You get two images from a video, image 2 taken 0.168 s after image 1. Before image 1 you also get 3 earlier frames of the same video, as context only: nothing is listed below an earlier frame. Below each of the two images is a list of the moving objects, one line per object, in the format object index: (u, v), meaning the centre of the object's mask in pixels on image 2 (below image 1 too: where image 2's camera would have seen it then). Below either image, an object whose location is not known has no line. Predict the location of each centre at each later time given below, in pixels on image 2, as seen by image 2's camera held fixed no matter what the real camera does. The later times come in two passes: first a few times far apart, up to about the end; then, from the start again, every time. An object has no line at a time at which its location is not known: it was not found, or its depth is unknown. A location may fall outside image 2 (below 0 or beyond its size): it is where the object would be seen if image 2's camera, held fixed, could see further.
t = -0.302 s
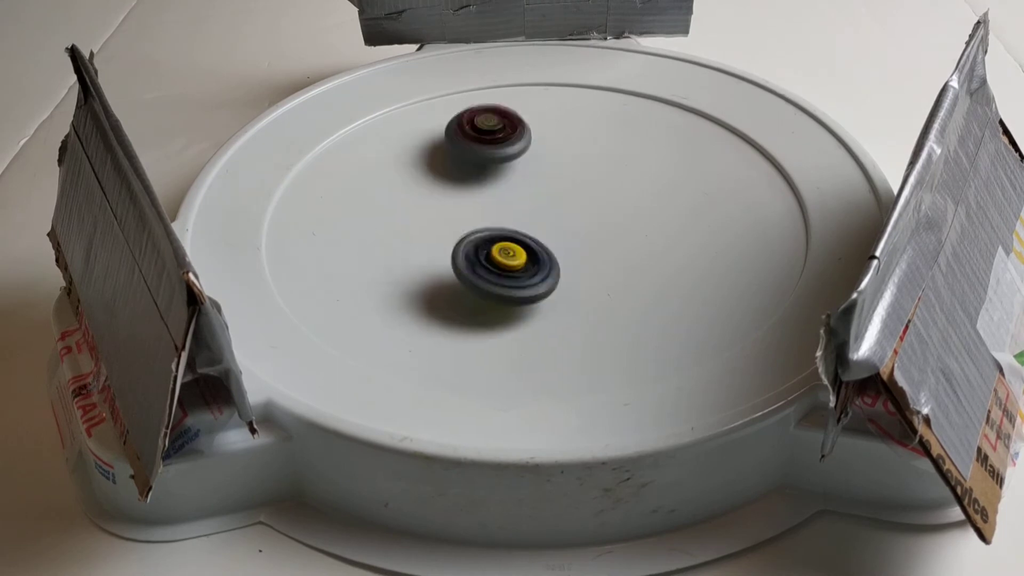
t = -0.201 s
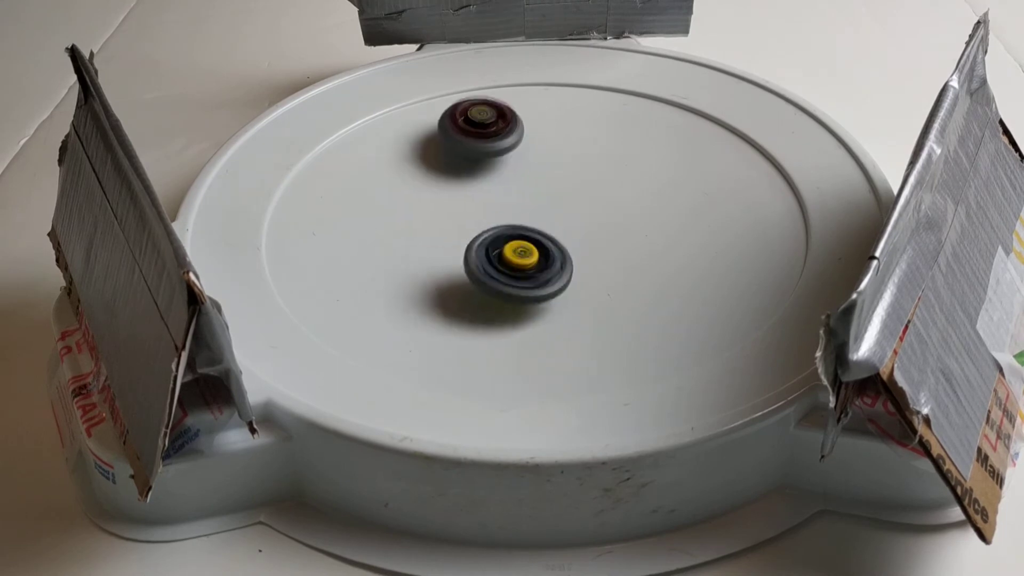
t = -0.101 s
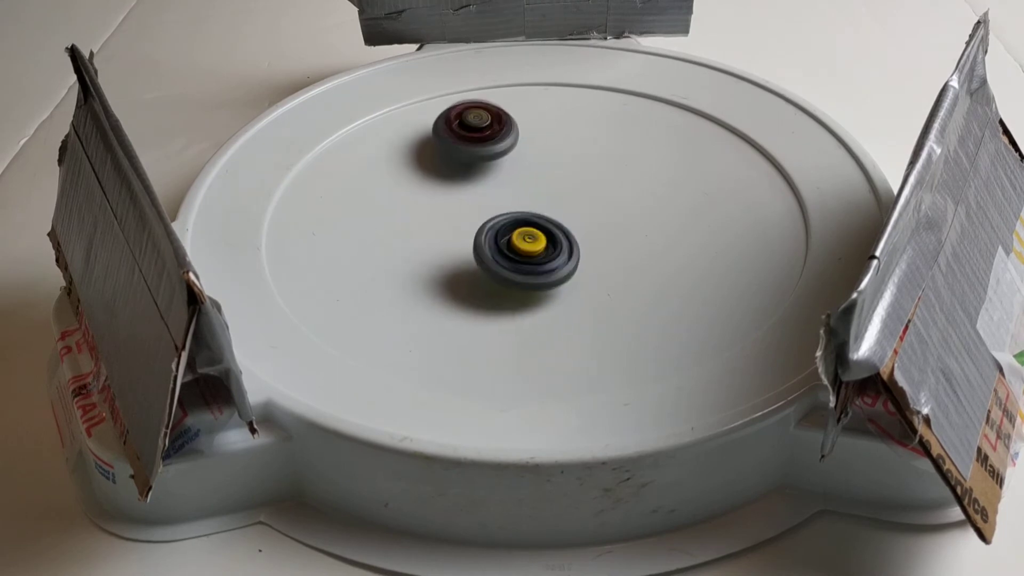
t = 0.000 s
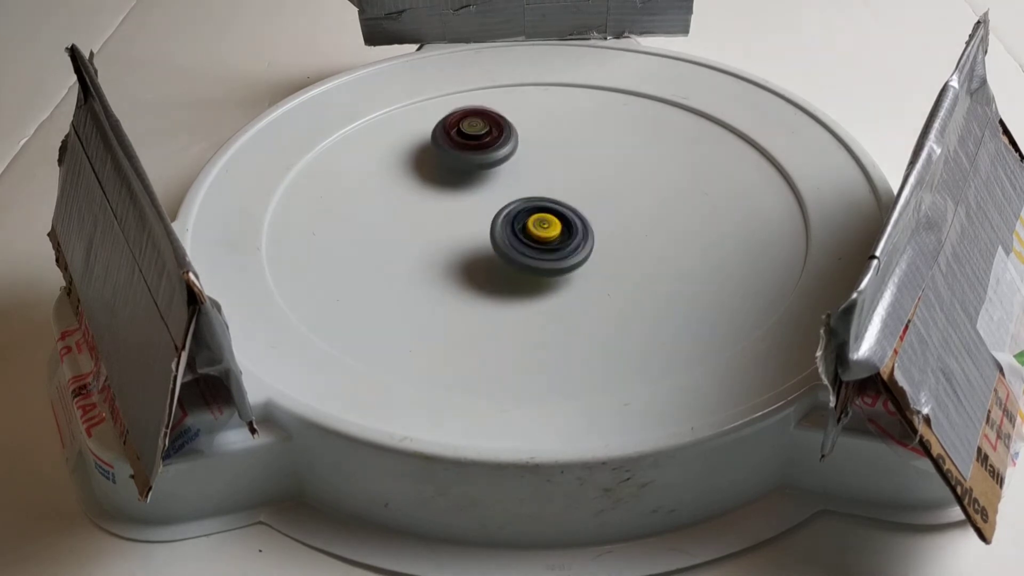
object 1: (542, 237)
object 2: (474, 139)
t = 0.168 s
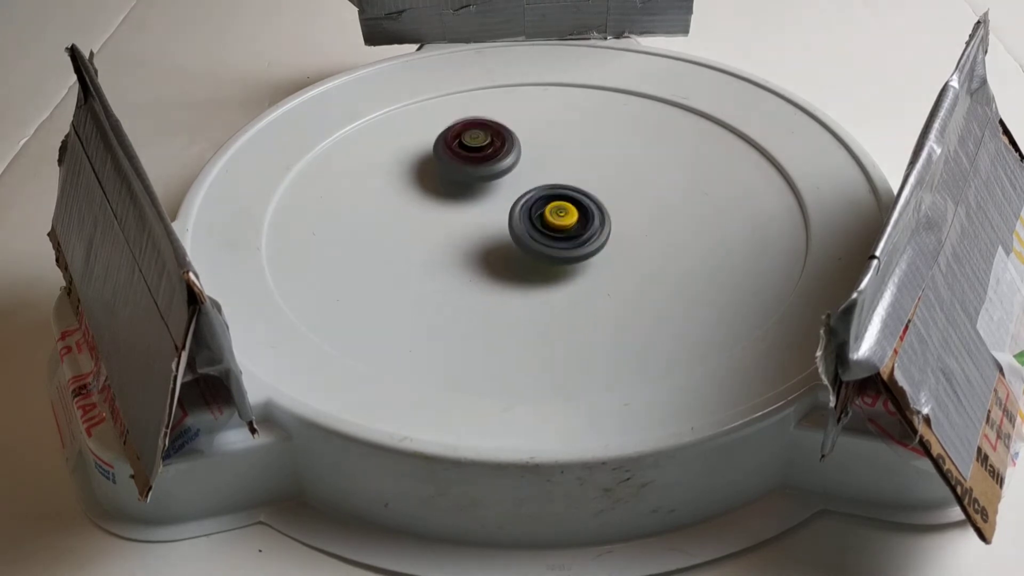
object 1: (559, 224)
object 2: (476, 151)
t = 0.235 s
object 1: (566, 221)
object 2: (481, 160)
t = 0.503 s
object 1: (603, 222)
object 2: (514, 193)
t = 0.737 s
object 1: (707, 263)
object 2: (499, 170)
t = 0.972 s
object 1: (692, 261)
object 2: (501, 193)
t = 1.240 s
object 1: (598, 241)
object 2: (513, 216)
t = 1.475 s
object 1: (556, 265)
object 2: (466, 161)
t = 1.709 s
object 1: (480, 244)
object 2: (416, 172)
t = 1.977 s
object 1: (487, 224)
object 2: (403, 177)
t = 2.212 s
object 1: (512, 183)
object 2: (417, 188)
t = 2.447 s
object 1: (555, 155)
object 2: (483, 203)
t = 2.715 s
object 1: (611, 140)
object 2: (562, 202)
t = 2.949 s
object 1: (605, 158)
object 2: (564, 241)
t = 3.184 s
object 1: (586, 192)
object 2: (624, 251)
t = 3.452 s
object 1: (532, 226)
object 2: (636, 243)
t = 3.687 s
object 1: (480, 229)
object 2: (623, 235)
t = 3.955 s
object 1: (460, 200)
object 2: (564, 214)
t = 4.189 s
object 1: (382, 150)
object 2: (627, 205)
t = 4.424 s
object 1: (446, 157)
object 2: (582, 173)
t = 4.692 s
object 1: (449, 173)
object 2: (591, 168)
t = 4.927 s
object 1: (502, 200)
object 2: (578, 164)
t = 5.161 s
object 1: (528, 231)
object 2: (561, 167)
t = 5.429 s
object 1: (513, 246)
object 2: (533, 178)
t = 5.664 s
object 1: (493, 243)
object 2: (512, 188)
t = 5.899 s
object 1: (491, 236)
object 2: (533, 169)
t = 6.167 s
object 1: (497, 239)
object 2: (541, 130)
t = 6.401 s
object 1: (530, 233)
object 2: (529, 130)
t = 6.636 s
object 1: (559, 234)
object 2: (525, 143)
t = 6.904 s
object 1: (567, 240)
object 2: (535, 186)
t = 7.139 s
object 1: (574, 331)
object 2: (519, 111)
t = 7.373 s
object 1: (541, 276)
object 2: (479, 145)
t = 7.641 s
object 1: (468, 234)
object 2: (470, 167)
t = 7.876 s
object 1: (399, 225)
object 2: (483, 177)
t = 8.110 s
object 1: (408, 209)
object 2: (513, 176)
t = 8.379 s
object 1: (449, 198)
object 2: (557, 182)
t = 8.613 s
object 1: (497, 211)
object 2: (591, 193)
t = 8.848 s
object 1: (519, 233)
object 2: (601, 202)
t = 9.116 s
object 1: (486, 240)
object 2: (585, 217)
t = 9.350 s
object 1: (465, 223)
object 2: (578, 223)
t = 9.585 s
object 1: (493, 200)
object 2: (578, 223)
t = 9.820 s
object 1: (525, 111)
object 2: (600, 231)
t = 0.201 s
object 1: (563, 222)
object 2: (478, 155)
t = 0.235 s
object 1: (566, 221)
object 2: (481, 160)
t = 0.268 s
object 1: (568, 219)
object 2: (485, 164)
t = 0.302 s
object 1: (571, 217)
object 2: (487, 169)
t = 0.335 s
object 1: (573, 216)
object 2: (491, 174)
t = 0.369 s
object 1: (576, 215)
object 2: (496, 179)
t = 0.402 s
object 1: (577, 214)
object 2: (501, 184)
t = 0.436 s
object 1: (584, 216)
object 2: (505, 187)
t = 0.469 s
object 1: (595, 220)
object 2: (509, 189)
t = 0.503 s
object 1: (603, 222)
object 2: (514, 193)
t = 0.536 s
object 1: (608, 223)
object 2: (520, 196)
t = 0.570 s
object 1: (610, 223)
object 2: (526, 200)
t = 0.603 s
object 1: (617, 222)
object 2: (531, 202)
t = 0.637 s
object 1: (634, 225)
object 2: (529, 196)
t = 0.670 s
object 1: (664, 238)
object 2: (517, 186)
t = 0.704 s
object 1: (691, 253)
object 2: (506, 178)
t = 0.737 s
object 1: (707, 263)
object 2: (499, 170)
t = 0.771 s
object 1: (717, 267)
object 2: (495, 165)
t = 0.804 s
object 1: (722, 268)
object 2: (492, 164)
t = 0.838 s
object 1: (722, 267)
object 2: (491, 165)
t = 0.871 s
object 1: (720, 266)
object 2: (493, 170)
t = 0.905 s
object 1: (714, 265)
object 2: (495, 178)
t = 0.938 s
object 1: (705, 264)
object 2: (498, 185)
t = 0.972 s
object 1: (692, 261)
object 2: (501, 193)
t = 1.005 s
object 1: (677, 258)
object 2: (504, 201)
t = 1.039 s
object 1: (661, 254)
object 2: (510, 208)
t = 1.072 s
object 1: (644, 249)
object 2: (516, 213)
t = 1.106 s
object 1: (625, 245)
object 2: (522, 220)
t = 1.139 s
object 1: (610, 240)
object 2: (528, 225)
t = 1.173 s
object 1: (607, 242)
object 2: (522, 222)
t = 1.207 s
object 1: (603, 242)
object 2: (516, 219)
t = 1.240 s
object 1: (598, 241)
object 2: (513, 216)
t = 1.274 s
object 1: (592, 241)
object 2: (514, 212)
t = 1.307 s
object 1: (590, 243)
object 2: (504, 198)
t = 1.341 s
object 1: (587, 257)
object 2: (493, 188)
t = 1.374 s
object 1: (582, 264)
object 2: (486, 178)
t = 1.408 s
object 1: (574, 265)
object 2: (478, 171)
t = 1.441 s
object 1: (566, 266)
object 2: (472, 165)
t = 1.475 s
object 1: (556, 265)
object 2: (466, 161)
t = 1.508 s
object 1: (545, 264)
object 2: (461, 160)
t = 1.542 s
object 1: (533, 262)
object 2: (454, 160)
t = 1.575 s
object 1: (521, 259)
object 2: (447, 162)
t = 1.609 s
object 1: (510, 256)
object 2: (438, 164)
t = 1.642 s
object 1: (499, 253)
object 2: (431, 166)
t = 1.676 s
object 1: (490, 248)
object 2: (423, 168)
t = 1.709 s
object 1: (480, 244)
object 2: (416, 172)
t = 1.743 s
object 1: (471, 238)
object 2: (412, 175)
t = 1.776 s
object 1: (464, 233)
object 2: (409, 178)
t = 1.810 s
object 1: (462, 231)
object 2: (406, 176)
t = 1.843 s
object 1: (464, 230)
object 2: (403, 176)
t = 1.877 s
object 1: (471, 231)
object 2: (401, 174)
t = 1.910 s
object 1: (477, 231)
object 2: (402, 175)
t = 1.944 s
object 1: (483, 229)
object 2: (402, 176)
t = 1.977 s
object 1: (487, 224)
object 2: (403, 177)
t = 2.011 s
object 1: (491, 219)
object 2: (404, 179)
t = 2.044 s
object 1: (494, 213)
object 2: (405, 180)
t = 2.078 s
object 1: (497, 207)
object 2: (407, 182)
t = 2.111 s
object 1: (500, 202)
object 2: (409, 183)
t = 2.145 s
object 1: (504, 195)
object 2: (412, 185)
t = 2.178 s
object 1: (508, 190)
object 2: (415, 187)
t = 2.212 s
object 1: (512, 183)
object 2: (417, 188)
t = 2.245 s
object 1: (517, 178)
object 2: (422, 189)
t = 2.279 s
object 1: (522, 172)
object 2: (428, 192)
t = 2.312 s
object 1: (529, 168)
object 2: (437, 195)
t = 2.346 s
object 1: (535, 164)
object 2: (447, 198)
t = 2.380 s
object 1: (541, 161)
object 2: (458, 200)
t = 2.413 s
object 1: (548, 158)
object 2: (470, 202)
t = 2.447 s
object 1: (555, 155)
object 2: (483, 203)
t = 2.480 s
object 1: (561, 153)
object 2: (495, 204)
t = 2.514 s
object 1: (570, 151)
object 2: (504, 205)
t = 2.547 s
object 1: (581, 148)
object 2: (513, 206)
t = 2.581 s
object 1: (590, 146)
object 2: (525, 206)
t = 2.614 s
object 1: (596, 146)
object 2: (536, 205)
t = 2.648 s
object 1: (601, 144)
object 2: (547, 205)
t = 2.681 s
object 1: (606, 145)
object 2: (558, 203)
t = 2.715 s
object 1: (611, 140)
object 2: (562, 202)
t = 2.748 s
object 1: (613, 138)
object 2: (561, 215)
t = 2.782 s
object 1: (613, 137)
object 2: (558, 223)
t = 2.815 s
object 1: (611, 138)
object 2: (556, 228)
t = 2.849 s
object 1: (609, 141)
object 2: (555, 233)
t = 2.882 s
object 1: (608, 146)
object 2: (556, 237)
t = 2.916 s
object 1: (606, 152)
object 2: (559, 240)
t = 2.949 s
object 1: (605, 158)
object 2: (564, 241)
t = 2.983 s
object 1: (604, 164)
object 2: (570, 243)
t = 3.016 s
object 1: (602, 169)
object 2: (579, 245)
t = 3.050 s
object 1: (600, 174)
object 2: (588, 246)
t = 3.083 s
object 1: (597, 180)
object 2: (598, 248)
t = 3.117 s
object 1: (594, 186)
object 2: (608, 249)
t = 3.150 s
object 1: (590, 188)
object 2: (616, 250)
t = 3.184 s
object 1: (586, 192)
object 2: (624, 251)
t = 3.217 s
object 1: (581, 196)
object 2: (631, 250)
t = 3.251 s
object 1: (576, 199)
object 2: (634, 251)
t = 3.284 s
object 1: (569, 206)
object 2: (637, 248)
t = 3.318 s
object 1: (563, 210)
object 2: (637, 248)
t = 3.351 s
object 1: (558, 212)
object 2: (637, 247)
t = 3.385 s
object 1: (549, 219)
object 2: (636, 247)
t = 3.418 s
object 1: (542, 221)
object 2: (635, 246)
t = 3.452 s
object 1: (532, 226)
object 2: (636, 243)
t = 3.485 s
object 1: (525, 227)
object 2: (634, 242)
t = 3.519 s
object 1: (515, 230)
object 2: (632, 242)
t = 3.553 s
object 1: (508, 230)
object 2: (631, 240)
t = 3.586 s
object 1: (500, 231)
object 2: (629, 239)
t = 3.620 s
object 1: (493, 231)
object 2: (627, 238)
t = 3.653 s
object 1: (486, 230)
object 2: (625, 236)
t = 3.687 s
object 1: (480, 229)
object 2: (623, 235)
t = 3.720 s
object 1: (475, 227)
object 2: (619, 234)
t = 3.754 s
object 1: (471, 224)
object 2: (615, 232)
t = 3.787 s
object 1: (467, 221)
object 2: (609, 229)
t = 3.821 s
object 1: (464, 217)
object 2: (602, 226)
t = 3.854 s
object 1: (462, 213)
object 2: (594, 222)
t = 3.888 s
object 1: (461, 209)
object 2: (584, 219)
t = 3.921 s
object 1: (460, 205)
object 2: (574, 216)
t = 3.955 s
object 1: (460, 200)
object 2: (564, 214)
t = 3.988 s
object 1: (460, 195)
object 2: (555, 211)
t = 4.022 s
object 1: (432, 179)
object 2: (578, 213)
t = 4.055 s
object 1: (409, 171)
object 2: (600, 214)
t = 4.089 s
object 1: (392, 161)
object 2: (616, 213)
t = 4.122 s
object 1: (382, 155)
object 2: (624, 212)
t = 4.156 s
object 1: (380, 151)
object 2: (627, 209)
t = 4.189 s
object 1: (382, 150)
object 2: (627, 205)
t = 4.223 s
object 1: (387, 149)
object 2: (623, 200)
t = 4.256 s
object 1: (394, 150)
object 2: (618, 194)
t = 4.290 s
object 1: (403, 151)
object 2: (612, 189)
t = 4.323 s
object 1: (413, 152)
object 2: (605, 184)
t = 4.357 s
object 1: (423, 153)
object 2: (598, 180)
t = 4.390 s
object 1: (434, 155)
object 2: (590, 177)
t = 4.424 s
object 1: (446, 157)
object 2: (582, 173)
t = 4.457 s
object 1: (456, 161)
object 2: (573, 170)
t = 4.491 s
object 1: (467, 164)
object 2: (564, 168)
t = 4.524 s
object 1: (458, 161)
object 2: (574, 168)
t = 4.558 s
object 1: (446, 164)
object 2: (586, 168)
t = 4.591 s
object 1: (439, 165)
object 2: (594, 168)
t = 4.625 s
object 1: (440, 167)
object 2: (596, 169)
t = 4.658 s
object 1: (443, 170)
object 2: (595, 169)
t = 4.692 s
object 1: (449, 173)
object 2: (591, 168)
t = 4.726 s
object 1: (456, 177)
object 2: (588, 167)
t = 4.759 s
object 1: (464, 180)
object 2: (586, 166)
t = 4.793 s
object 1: (471, 185)
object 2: (584, 166)
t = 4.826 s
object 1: (479, 189)
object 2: (581, 166)
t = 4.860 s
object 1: (486, 193)
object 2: (579, 166)
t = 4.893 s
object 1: (494, 198)
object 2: (578, 165)
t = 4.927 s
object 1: (502, 200)
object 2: (578, 164)
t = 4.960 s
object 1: (508, 204)
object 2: (578, 164)
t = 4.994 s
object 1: (513, 209)
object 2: (577, 163)
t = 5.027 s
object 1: (517, 214)
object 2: (574, 163)
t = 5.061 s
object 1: (520, 219)
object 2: (571, 163)
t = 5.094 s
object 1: (524, 222)
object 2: (568, 164)
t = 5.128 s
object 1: (526, 226)
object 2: (565, 165)
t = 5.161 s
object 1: (528, 231)
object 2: (561, 167)
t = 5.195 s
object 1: (529, 234)
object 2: (559, 167)
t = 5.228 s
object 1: (529, 235)
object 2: (556, 168)
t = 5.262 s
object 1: (527, 239)
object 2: (553, 169)
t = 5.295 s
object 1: (525, 242)
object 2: (549, 171)
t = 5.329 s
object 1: (525, 241)
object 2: (546, 172)
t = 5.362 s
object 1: (523, 241)
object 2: (541, 174)
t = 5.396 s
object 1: (518, 245)
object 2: (537, 176)
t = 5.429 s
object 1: (513, 246)
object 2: (533, 178)
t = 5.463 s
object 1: (510, 247)
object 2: (529, 180)
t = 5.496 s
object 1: (507, 246)
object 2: (525, 182)
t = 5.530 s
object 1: (505, 244)
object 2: (521, 184)
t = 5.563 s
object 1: (501, 243)
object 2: (518, 186)
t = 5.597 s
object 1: (499, 242)
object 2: (515, 188)
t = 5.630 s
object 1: (497, 243)
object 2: (513, 187)
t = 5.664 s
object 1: (493, 243)
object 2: (512, 188)
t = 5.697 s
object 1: (490, 243)
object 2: (513, 189)
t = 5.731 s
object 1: (488, 244)
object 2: (519, 184)
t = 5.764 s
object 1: (488, 246)
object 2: (526, 180)
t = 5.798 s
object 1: (489, 246)
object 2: (531, 177)
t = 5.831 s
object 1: (490, 244)
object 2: (533, 173)
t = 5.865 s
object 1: (491, 241)
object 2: (533, 171)
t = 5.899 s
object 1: (491, 236)
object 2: (533, 169)
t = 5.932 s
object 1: (493, 232)
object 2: (531, 167)
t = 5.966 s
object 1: (498, 224)
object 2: (530, 165)
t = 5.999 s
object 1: (501, 221)
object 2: (530, 164)
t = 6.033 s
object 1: (502, 221)
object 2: (531, 160)
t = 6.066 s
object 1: (495, 231)
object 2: (538, 149)
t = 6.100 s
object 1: (494, 235)
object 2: (542, 140)
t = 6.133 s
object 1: (495, 239)
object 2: (543, 135)
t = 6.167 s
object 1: (497, 239)
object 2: (541, 130)
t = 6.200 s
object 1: (500, 239)
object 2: (538, 127)
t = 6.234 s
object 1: (504, 237)
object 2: (536, 126)
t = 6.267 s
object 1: (509, 236)
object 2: (534, 125)
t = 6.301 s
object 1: (515, 235)
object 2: (533, 126)
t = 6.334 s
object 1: (521, 235)
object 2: (532, 127)
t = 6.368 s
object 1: (525, 234)
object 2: (530, 128)
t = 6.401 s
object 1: (530, 233)
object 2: (529, 130)
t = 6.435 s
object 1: (535, 233)
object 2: (529, 131)
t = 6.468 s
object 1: (539, 233)
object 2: (528, 133)
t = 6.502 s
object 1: (545, 234)
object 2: (527, 134)
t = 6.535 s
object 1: (550, 234)
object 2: (527, 136)
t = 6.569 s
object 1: (553, 234)
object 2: (527, 137)
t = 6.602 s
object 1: (556, 234)
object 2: (525, 140)
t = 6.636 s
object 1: (559, 234)
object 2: (525, 143)
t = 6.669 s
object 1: (561, 234)
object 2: (525, 147)
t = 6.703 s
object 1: (563, 236)
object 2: (525, 153)
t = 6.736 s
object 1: (566, 235)
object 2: (525, 158)
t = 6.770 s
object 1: (566, 236)
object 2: (526, 164)
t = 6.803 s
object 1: (567, 237)
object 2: (528, 170)
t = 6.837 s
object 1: (567, 237)
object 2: (530, 176)
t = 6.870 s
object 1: (567, 238)
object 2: (531, 182)
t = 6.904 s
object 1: (567, 240)
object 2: (535, 186)
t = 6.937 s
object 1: (572, 269)
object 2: (532, 164)
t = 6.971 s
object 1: (577, 295)
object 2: (529, 145)
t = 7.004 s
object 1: (580, 313)
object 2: (526, 129)
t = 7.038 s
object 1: (581, 326)
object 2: (524, 118)
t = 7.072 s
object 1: (580, 332)
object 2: (522, 112)
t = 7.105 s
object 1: (576, 333)
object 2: (521, 109)
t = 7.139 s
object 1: (574, 331)
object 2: (519, 111)
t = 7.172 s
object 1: (571, 327)
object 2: (514, 115)
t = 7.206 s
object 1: (566, 320)
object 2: (509, 119)
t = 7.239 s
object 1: (561, 313)
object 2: (502, 124)
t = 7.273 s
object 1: (557, 304)
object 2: (495, 129)
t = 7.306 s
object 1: (552, 296)
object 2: (489, 134)
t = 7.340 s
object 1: (547, 285)
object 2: (484, 140)
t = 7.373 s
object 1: (541, 276)
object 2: (479, 145)
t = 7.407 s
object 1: (535, 266)
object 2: (476, 151)
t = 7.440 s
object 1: (527, 257)
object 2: (474, 157)
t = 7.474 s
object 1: (517, 247)
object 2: (471, 164)
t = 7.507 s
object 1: (506, 239)
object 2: (470, 170)
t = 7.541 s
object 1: (495, 233)
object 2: (468, 173)
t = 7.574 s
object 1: (484, 230)
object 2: (466, 169)
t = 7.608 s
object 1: (476, 235)
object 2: (468, 167)
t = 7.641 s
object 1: (468, 234)
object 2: (470, 167)
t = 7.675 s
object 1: (457, 223)
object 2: (471, 169)
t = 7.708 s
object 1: (448, 220)
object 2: (472, 172)
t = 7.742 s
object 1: (434, 225)
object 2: (477, 172)
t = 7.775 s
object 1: (419, 218)
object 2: (481, 173)
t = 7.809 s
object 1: (406, 224)
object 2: (483, 174)
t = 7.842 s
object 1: (401, 221)
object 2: (484, 176)
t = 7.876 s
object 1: (399, 225)
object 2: (483, 177)
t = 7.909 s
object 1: (402, 225)
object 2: (484, 178)
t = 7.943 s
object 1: (407, 223)
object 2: (485, 178)
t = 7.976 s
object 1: (413, 219)
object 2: (485, 179)
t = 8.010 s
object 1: (419, 216)
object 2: (486, 180)
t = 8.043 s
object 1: (414, 213)
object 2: (497, 178)
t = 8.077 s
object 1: (408, 214)
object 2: (507, 176)
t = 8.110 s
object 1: (408, 209)
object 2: (513, 176)
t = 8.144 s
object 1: (412, 207)
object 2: (516, 176)
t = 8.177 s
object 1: (420, 205)
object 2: (517, 177)
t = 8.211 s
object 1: (430, 202)
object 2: (518, 178)
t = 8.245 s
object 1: (434, 200)
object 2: (524, 179)
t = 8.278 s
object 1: (439, 199)
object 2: (531, 179)
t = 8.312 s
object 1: (445, 198)
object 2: (536, 181)
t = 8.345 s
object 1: (446, 198)
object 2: (548, 181)
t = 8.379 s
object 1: (449, 198)
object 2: (557, 182)
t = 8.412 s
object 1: (454, 199)
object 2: (564, 183)
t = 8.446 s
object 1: (461, 199)
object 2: (569, 185)
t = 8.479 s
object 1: (467, 202)
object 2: (575, 186)
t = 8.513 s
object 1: (476, 204)
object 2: (580, 187)
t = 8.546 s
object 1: (482, 206)
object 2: (585, 189)
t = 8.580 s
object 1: (491, 209)
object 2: (589, 190)
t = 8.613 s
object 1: (497, 211)
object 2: (591, 193)
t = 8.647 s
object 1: (503, 215)
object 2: (595, 194)
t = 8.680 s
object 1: (508, 217)
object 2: (598, 195)
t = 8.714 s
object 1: (513, 221)
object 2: (600, 197)
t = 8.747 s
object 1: (515, 223)
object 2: (601, 197)
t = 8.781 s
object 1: (517, 228)
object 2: (601, 199)
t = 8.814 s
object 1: (519, 229)
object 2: (602, 199)
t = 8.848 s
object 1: (519, 233)
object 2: (601, 202)
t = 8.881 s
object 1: (517, 235)
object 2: (601, 203)
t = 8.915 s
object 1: (515, 237)
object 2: (600, 204)
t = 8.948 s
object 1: (507, 240)
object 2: (599, 206)
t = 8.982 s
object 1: (502, 241)
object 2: (597, 208)
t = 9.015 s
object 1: (498, 240)
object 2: (595, 210)
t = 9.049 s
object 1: (494, 241)
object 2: (591, 213)
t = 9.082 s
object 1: (490, 240)
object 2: (588, 214)
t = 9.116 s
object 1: (486, 240)
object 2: (585, 217)
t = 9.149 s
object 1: (482, 237)
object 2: (581, 218)
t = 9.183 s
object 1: (478, 235)
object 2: (575, 221)
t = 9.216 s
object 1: (473, 231)
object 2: (574, 222)
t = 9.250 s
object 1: (463, 229)
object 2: (579, 223)
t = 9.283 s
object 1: (461, 227)
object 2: (580, 223)
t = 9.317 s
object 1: (461, 225)
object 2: (579, 223)
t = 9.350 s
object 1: (465, 223)
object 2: (578, 223)
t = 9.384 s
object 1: (467, 221)
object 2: (576, 223)
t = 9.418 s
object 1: (472, 219)
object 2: (576, 223)
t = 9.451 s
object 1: (475, 217)
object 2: (575, 223)
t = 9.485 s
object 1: (479, 214)
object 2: (576, 222)
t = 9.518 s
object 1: (481, 211)
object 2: (578, 223)
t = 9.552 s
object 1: (487, 208)
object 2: (578, 223)
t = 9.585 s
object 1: (493, 200)
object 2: (578, 223)
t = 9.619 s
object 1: (503, 183)
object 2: (586, 229)
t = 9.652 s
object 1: (510, 178)
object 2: (593, 231)
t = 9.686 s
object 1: (517, 159)
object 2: (596, 231)
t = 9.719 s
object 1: (525, 149)
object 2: (599, 231)
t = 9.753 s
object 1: (526, 134)
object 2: (600, 231)
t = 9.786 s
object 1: (528, 121)
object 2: (600, 231)
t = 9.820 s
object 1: (525, 111)
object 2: (600, 231)
